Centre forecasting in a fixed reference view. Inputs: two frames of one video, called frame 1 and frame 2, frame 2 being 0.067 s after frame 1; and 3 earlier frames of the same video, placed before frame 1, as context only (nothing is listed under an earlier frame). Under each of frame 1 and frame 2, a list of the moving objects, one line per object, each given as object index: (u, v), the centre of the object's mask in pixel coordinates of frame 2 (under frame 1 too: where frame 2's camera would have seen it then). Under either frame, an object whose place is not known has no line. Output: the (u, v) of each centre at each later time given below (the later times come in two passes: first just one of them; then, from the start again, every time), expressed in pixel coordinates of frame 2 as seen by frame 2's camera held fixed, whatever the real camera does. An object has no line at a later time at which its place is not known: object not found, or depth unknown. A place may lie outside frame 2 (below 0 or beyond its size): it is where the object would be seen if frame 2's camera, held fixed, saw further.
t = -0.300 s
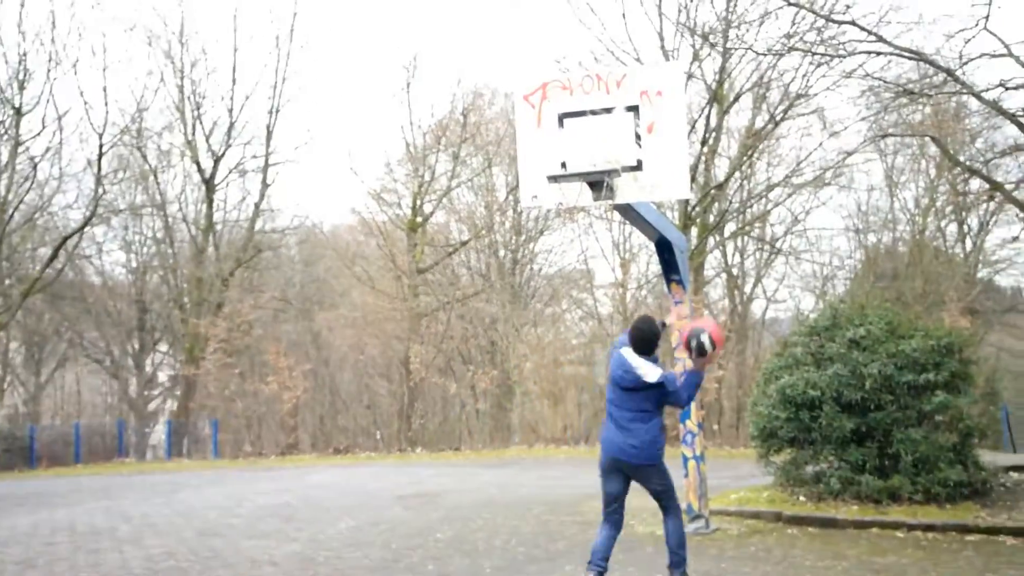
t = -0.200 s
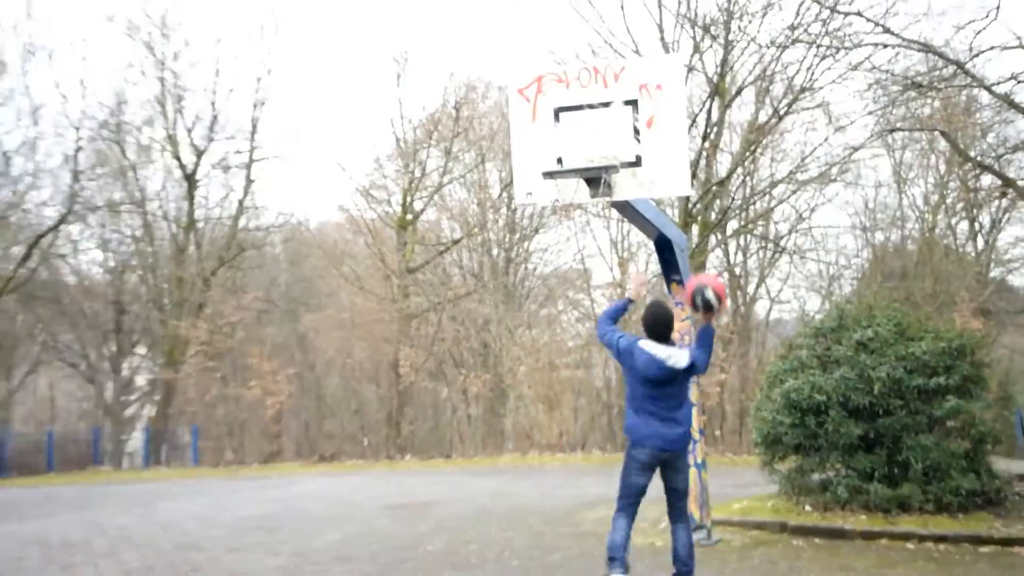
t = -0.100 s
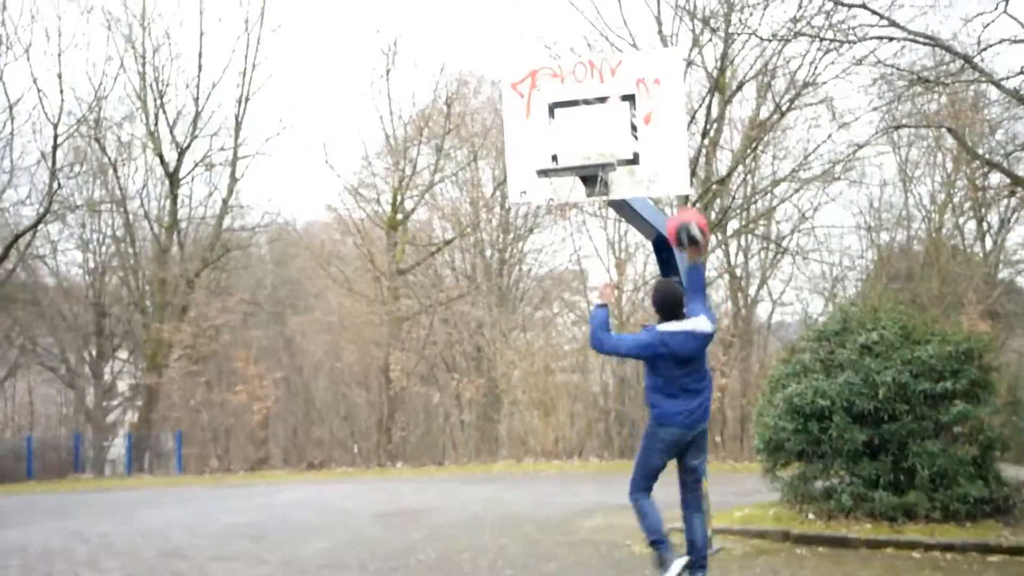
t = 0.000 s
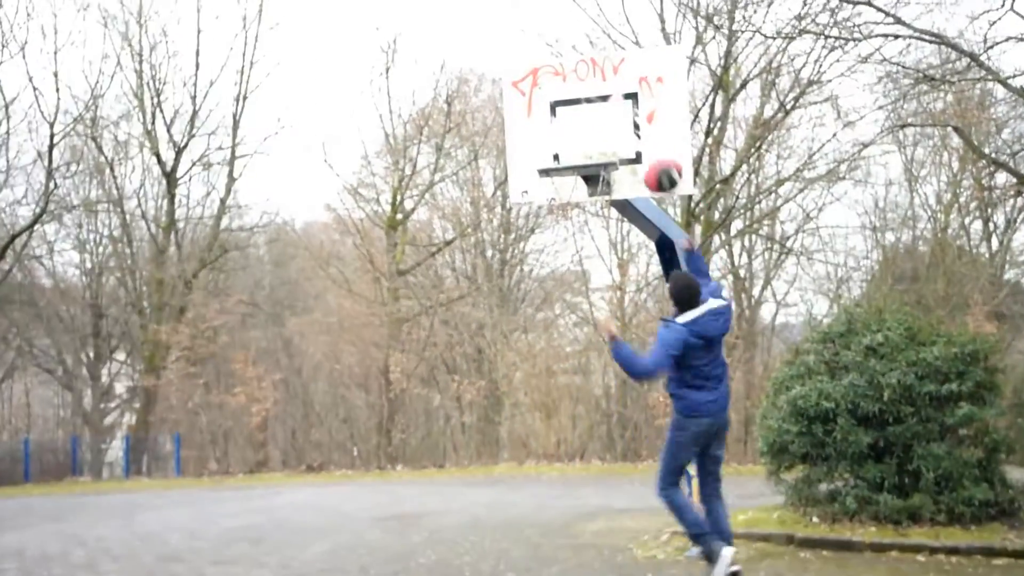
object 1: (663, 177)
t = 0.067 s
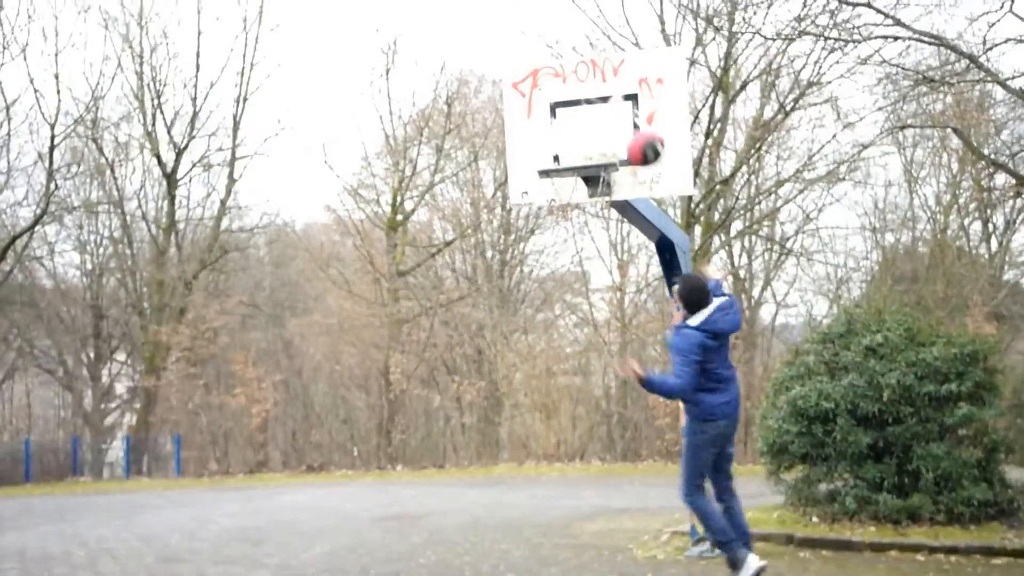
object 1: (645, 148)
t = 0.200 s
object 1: (612, 117)
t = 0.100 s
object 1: (636, 138)
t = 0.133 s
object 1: (629, 130)
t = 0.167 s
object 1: (621, 123)
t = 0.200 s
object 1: (612, 117)
